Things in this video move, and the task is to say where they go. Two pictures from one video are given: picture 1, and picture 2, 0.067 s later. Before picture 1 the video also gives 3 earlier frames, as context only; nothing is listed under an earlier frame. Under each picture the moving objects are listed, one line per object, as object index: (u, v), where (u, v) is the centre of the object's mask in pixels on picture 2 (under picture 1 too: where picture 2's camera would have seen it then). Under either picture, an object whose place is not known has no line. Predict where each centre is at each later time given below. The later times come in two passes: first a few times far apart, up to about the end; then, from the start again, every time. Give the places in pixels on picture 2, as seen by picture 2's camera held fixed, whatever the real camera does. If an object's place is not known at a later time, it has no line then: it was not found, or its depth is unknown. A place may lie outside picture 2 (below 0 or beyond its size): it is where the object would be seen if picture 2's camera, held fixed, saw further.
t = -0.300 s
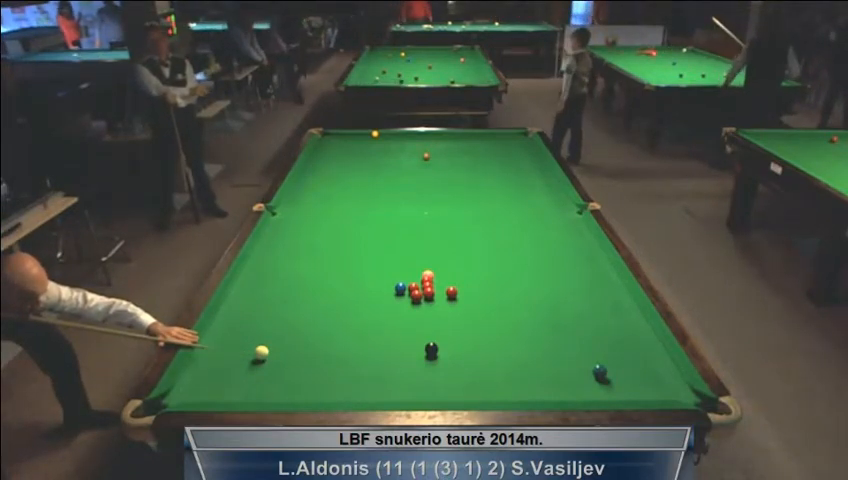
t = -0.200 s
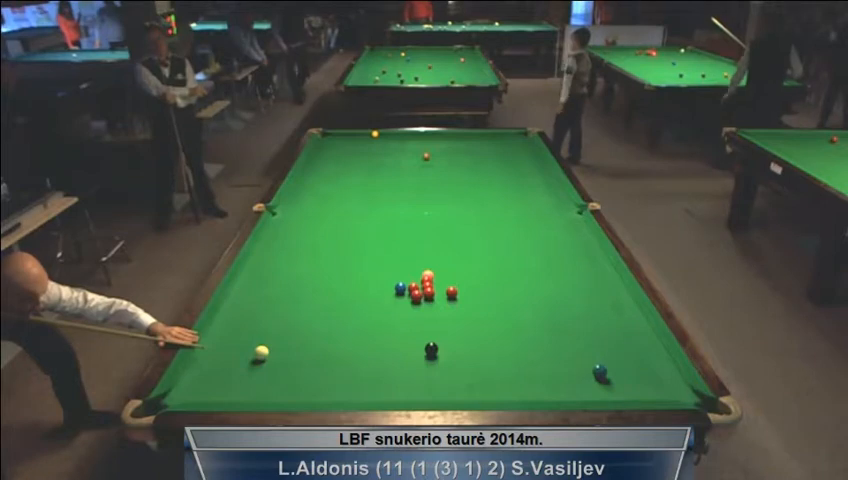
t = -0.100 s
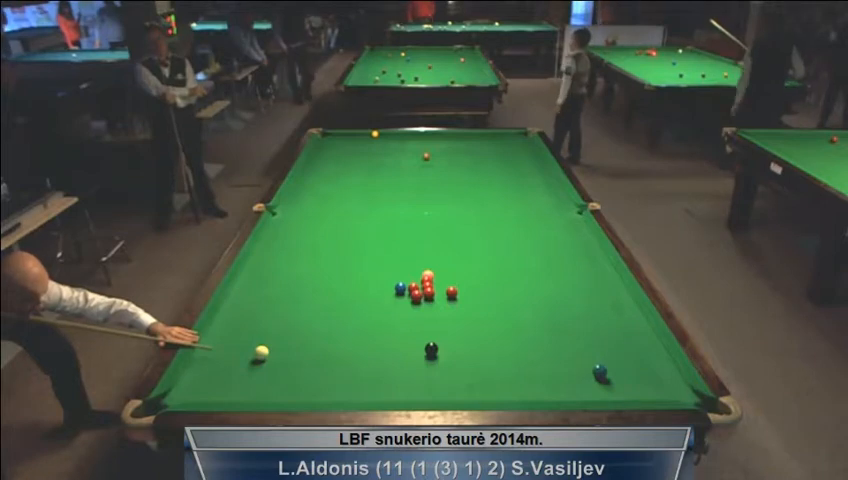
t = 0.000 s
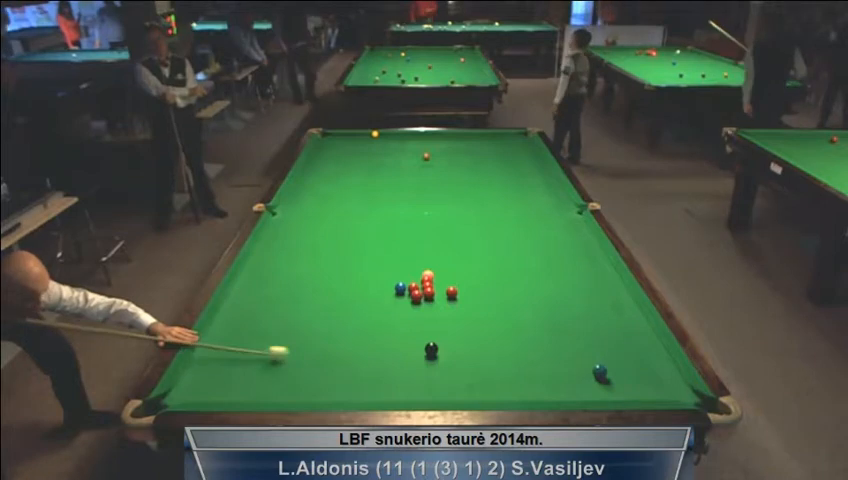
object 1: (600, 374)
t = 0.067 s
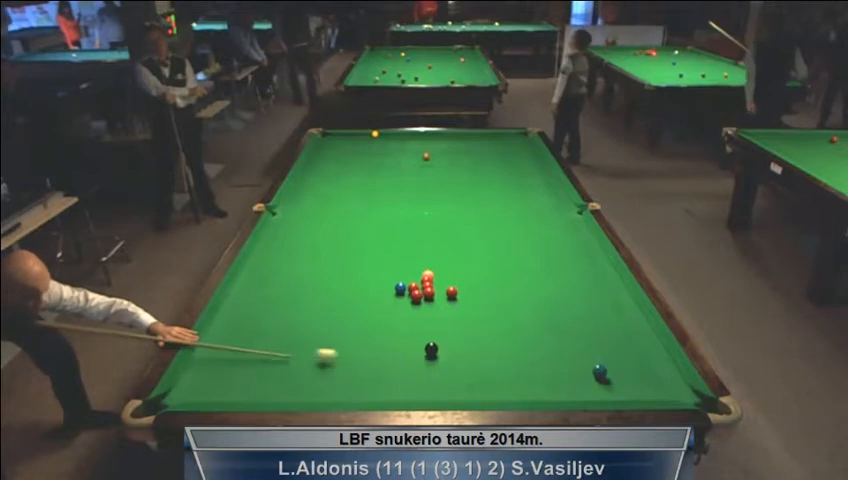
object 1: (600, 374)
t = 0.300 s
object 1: (600, 374)
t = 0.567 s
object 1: (611, 378)
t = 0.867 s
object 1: (693, 401)
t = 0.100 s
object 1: (600, 374)
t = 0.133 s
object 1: (600, 374)
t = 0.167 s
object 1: (600, 374)
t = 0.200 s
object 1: (600, 374)
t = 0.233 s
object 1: (600, 375)
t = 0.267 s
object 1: (600, 374)
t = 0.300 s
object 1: (600, 374)
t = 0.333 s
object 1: (600, 375)
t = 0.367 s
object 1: (600, 375)
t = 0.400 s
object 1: (600, 374)
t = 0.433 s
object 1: (600, 374)
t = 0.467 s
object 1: (600, 374)
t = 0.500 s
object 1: (600, 374)
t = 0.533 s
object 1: (600, 375)
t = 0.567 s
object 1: (611, 378)
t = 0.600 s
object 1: (621, 381)
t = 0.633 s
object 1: (631, 385)
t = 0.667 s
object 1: (640, 387)
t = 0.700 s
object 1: (648, 390)
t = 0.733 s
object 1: (656, 391)
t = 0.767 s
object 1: (664, 393)
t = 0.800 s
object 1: (672, 395)
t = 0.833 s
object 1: (682, 397)
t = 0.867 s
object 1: (693, 401)
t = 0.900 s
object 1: (701, 405)
